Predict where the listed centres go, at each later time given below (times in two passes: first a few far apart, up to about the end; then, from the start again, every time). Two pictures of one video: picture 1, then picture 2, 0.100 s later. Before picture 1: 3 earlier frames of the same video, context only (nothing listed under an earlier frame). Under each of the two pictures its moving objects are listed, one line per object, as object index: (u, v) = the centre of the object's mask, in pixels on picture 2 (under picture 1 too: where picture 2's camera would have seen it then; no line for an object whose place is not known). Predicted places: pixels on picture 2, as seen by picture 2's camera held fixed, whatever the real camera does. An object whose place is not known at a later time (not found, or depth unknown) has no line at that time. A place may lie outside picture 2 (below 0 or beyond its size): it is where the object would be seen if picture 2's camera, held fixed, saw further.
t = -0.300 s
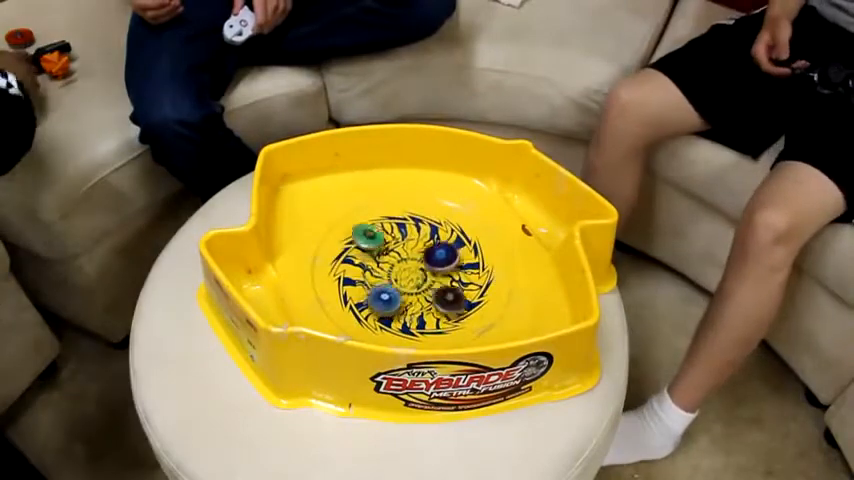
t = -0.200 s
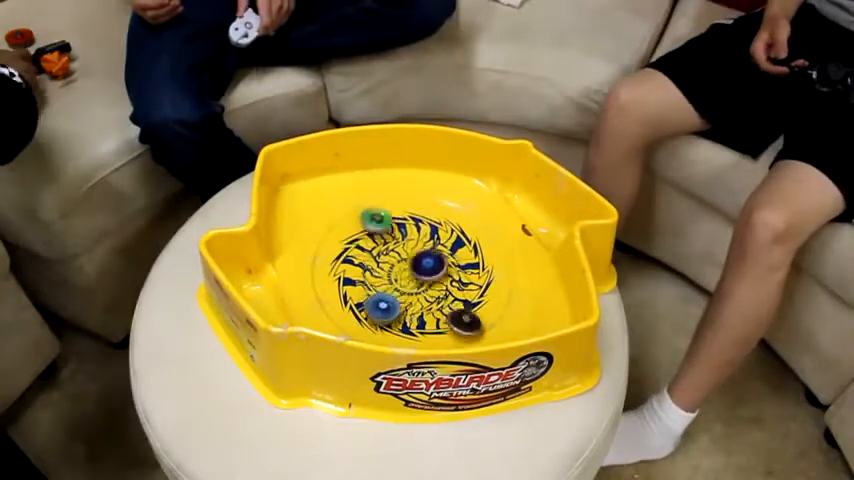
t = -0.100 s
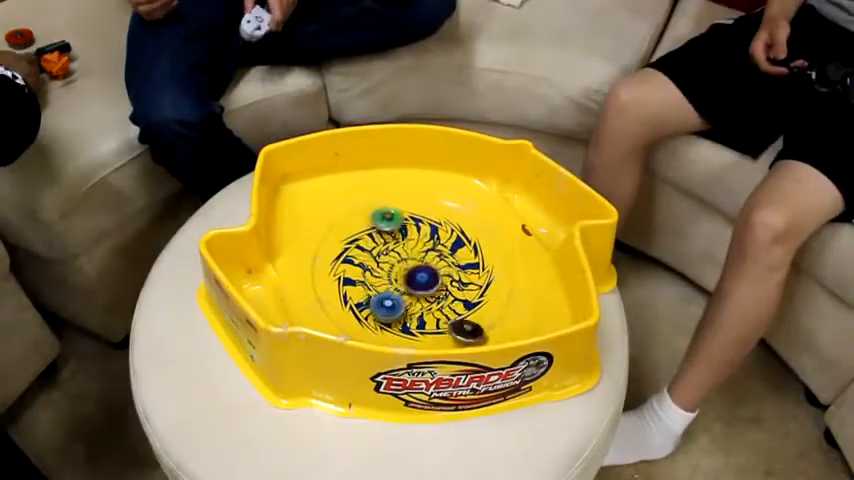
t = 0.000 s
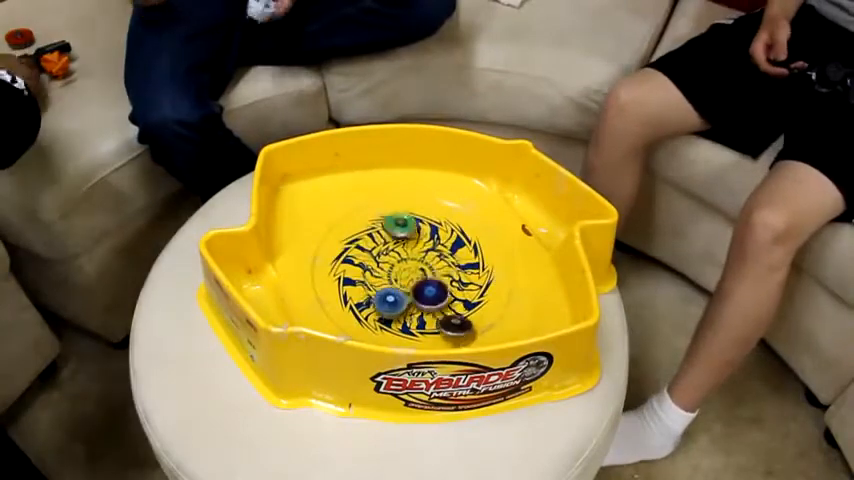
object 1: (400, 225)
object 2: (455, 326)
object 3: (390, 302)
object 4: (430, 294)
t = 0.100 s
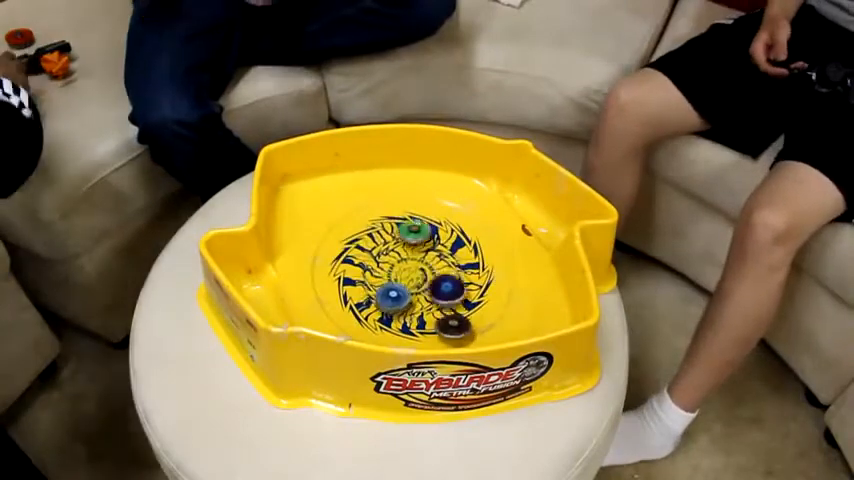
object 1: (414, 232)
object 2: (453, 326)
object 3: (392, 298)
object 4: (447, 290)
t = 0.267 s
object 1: (425, 238)
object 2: (469, 325)
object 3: (398, 289)
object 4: (451, 268)
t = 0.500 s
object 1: (415, 212)
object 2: (478, 303)
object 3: (397, 288)
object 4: (440, 266)
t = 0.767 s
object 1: (408, 188)
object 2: (500, 296)
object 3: (402, 285)
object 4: (444, 273)
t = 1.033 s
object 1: (419, 243)
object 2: (495, 302)
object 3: (370, 280)
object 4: (465, 246)
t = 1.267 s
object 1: (416, 273)
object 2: (457, 294)
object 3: (378, 280)
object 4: (407, 232)
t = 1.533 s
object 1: (415, 296)
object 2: (497, 281)
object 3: (359, 285)
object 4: (384, 254)
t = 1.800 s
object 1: (420, 303)
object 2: (503, 273)
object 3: (386, 290)
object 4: (419, 258)
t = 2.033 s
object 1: (452, 305)
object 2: (476, 271)
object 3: (390, 272)
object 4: (439, 235)
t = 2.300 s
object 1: (454, 296)
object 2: (436, 267)
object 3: (401, 270)
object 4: (410, 239)
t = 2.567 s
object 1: (491, 308)
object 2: (417, 248)
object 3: (395, 291)
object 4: (401, 222)
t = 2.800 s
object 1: (484, 302)
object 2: (433, 245)
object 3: (421, 298)
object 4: (385, 240)
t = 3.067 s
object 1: (468, 296)
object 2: (463, 249)
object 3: (420, 285)
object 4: (410, 257)
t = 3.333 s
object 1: (453, 294)
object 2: (472, 254)
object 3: (415, 288)
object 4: (431, 234)
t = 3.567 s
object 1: (500, 290)
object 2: (457, 261)
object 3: (373, 283)
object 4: (411, 231)
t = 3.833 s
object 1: (489, 288)
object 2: (456, 270)
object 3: (366, 289)
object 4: (422, 257)
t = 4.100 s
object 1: (489, 292)
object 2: (442, 337)
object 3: (388, 284)
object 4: (393, 232)
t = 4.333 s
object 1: (454, 284)
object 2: (440, 338)
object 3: (403, 278)
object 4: (364, 233)
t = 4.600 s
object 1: (451, 279)
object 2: (424, 324)
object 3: (422, 256)
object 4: (363, 251)
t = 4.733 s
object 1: (447, 279)
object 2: (427, 318)
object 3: (441, 240)
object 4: (364, 259)
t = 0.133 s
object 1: (417, 234)
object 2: (456, 328)
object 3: (394, 296)
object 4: (451, 286)
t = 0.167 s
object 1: (419, 235)
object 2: (458, 327)
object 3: (395, 294)
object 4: (454, 282)
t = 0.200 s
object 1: (422, 237)
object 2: (463, 327)
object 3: (396, 292)
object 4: (454, 278)
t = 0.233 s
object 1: (422, 236)
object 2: (466, 327)
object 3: (397, 290)
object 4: (453, 272)
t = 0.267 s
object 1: (425, 238)
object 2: (469, 325)
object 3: (398, 289)
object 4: (451, 268)
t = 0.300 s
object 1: (425, 238)
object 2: (473, 324)
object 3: (400, 287)
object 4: (449, 264)
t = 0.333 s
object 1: (423, 234)
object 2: (475, 321)
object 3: (402, 286)
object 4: (446, 263)
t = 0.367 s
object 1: (422, 233)
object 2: (476, 319)
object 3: (404, 283)
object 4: (440, 263)
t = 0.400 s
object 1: (421, 231)
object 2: (477, 315)
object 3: (406, 283)
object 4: (434, 263)
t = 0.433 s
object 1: (421, 230)
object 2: (478, 312)
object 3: (403, 283)
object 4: (432, 261)
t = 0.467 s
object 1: (420, 226)
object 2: (478, 307)
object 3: (399, 287)
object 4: (435, 260)
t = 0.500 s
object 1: (415, 212)
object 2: (478, 303)
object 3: (397, 288)
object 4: (440, 266)
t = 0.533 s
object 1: (412, 202)
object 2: (478, 299)
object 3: (397, 288)
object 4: (445, 272)
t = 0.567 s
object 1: (408, 194)
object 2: (478, 295)
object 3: (397, 288)
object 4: (450, 276)
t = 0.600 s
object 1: (406, 188)
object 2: (487, 297)
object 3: (397, 288)
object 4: (448, 275)
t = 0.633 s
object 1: (405, 185)
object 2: (494, 298)
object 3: (397, 288)
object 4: (447, 274)
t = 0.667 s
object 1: (406, 183)
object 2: (498, 298)
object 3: (398, 287)
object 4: (445, 273)
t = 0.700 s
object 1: (406, 184)
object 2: (502, 298)
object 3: (399, 287)
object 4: (444, 272)
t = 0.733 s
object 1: (407, 185)
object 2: (502, 297)
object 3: (401, 285)
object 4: (444, 272)
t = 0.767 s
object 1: (408, 188)
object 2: (500, 296)
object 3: (402, 285)
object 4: (444, 273)
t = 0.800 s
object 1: (410, 194)
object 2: (498, 296)
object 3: (404, 284)
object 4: (443, 274)
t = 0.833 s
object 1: (411, 199)
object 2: (497, 294)
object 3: (406, 283)
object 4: (443, 275)
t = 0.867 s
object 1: (413, 206)
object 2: (494, 293)
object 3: (397, 283)
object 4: (457, 276)
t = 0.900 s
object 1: (414, 212)
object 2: (495, 294)
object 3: (385, 281)
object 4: (466, 272)
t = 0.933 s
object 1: (416, 220)
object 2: (497, 298)
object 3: (377, 281)
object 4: (468, 266)
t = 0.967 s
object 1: (416, 227)
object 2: (498, 300)
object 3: (372, 280)
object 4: (469, 259)
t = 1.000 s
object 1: (417, 237)
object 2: (497, 301)
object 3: (370, 280)
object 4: (467, 252)
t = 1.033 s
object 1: (419, 243)
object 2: (495, 302)
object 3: (370, 280)
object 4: (465, 246)
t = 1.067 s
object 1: (419, 249)
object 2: (491, 303)
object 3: (370, 280)
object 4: (459, 240)
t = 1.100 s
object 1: (420, 254)
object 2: (486, 303)
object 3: (371, 280)
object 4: (451, 234)
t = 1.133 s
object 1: (419, 258)
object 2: (480, 302)
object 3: (372, 280)
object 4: (443, 231)
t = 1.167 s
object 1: (419, 264)
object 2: (474, 301)
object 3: (373, 280)
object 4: (434, 229)
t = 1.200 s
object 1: (417, 268)
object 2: (469, 299)
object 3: (376, 280)
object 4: (425, 229)
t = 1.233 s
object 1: (415, 272)
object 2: (464, 298)
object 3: (378, 280)
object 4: (415, 229)
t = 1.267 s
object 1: (416, 273)
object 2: (457, 294)
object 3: (378, 280)
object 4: (407, 232)
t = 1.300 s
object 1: (420, 275)
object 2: (452, 290)
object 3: (376, 280)
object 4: (400, 238)
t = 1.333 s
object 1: (411, 270)
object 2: (464, 289)
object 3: (376, 280)
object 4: (393, 243)
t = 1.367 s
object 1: (405, 266)
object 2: (474, 289)
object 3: (374, 280)
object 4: (387, 246)
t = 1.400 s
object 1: (405, 271)
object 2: (481, 288)
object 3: (370, 279)
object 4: (384, 248)
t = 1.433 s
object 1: (409, 280)
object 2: (488, 286)
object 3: (367, 277)
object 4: (382, 251)
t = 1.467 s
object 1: (410, 282)
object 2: (492, 284)
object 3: (363, 278)
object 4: (382, 253)
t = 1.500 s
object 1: (413, 289)
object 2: (495, 282)
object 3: (360, 282)
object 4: (382, 253)
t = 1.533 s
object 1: (415, 296)
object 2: (497, 281)
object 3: (359, 285)
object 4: (384, 254)
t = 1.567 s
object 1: (416, 299)
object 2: (498, 281)
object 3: (361, 287)
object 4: (386, 254)
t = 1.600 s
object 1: (417, 303)
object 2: (501, 280)
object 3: (364, 289)
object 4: (389, 254)
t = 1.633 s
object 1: (418, 303)
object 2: (503, 279)
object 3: (367, 290)
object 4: (393, 255)
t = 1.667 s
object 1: (418, 304)
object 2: (504, 278)
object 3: (371, 290)
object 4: (398, 256)
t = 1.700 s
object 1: (418, 304)
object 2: (505, 277)
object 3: (376, 290)
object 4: (402, 256)
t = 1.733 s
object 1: (419, 304)
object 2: (505, 276)
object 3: (380, 291)
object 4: (407, 257)
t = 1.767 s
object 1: (419, 303)
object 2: (504, 275)
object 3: (383, 290)
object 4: (413, 258)
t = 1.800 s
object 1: (420, 303)
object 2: (503, 273)
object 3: (386, 290)
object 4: (419, 258)
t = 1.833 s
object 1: (429, 306)
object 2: (500, 273)
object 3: (385, 285)
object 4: (424, 256)
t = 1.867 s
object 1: (436, 308)
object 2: (497, 272)
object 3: (384, 282)
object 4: (430, 254)
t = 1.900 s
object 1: (444, 308)
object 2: (494, 272)
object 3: (384, 279)
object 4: (434, 251)
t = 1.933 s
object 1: (447, 308)
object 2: (489, 272)
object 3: (385, 276)
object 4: (437, 247)
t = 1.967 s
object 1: (449, 308)
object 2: (485, 271)
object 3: (386, 275)
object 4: (439, 243)
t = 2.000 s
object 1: (452, 307)
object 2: (481, 271)
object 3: (388, 272)
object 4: (439, 239)
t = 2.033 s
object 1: (452, 305)
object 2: (476, 271)
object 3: (390, 272)
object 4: (439, 235)
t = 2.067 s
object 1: (453, 302)
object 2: (469, 270)
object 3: (392, 270)
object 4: (437, 232)
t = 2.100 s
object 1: (453, 302)
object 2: (464, 270)
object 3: (394, 270)
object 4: (432, 230)
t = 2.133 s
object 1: (453, 300)
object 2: (460, 270)
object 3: (397, 269)
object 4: (428, 230)
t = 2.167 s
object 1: (453, 297)
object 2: (456, 270)
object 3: (398, 268)
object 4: (421, 231)
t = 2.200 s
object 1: (452, 296)
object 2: (449, 269)
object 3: (399, 268)
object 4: (416, 233)
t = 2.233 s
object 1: (452, 296)
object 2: (445, 269)
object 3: (399, 267)
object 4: (412, 236)
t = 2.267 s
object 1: (453, 296)
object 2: (440, 267)
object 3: (401, 267)
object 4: (410, 239)
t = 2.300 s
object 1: (454, 296)
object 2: (436, 267)
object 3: (401, 270)
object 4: (410, 239)
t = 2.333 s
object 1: (454, 294)
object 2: (433, 265)
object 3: (401, 274)
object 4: (413, 239)
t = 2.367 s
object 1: (454, 294)
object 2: (435, 264)
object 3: (400, 277)
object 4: (414, 239)
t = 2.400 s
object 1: (455, 292)
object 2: (437, 266)
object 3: (399, 279)
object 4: (414, 237)
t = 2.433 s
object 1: (463, 295)
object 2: (427, 260)
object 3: (399, 280)
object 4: (414, 234)
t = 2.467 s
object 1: (473, 302)
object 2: (419, 261)
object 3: (399, 281)
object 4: (411, 228)
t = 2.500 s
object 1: (481, 305)
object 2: (416, 257)
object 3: (397, 285)
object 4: (409, 225)
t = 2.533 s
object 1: (488, 308)
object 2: (416, 252)
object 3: (396, 288)
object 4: (406, 224)
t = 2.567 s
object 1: (491, 308)
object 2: (417, 248)
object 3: (395, 291)
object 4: (401, 222)
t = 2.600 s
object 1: (492, 308)
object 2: (419, 247)
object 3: (397, 294)
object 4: (397, 222)
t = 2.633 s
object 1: (492, 307)
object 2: (420, 247)
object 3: (399, 295)
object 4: (391, 223)
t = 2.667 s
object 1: (491, 306)
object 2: (423, 247)
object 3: (404, 297)
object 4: (388, 225)
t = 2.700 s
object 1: (490, 305)
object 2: (424, 247)
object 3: (409, 298)
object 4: (386, 229)
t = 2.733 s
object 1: (488, 304)
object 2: (424, 246)
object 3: (414, 298)
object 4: (385, 232)
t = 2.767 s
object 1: (486, 303)
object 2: (423, 245)
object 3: (417, 298)
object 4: (388, 238)
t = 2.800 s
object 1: (484, 302)
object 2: (433, 245)
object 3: (421, 298)
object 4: (385, 240)
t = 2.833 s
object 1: (480, 300)
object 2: (442, 246)
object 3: (423, 297)
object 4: (384, 243)
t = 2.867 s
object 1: (478, 299)
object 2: (450, 247)
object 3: (424, 296)
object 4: (385, 246)
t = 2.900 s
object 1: (473, 299)
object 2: (454, 248)
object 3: (427, 295)
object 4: (387, 250)
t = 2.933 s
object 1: (470, 298)
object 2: (457, 249)
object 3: (427, 294)
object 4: (390, 253)
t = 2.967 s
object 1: (467, 297)
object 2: (458, 250)
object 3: (428, 293)
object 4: (395, 255)
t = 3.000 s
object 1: (467, 296)
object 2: (462, 249)
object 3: (427, 290)
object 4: (400, 256)
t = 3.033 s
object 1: (469, 296)
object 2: (463, 249)
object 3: (423, 287)
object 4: (406, 257)
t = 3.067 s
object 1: (468, 296)
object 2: (463, 249)
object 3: (420, 285)
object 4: (410, 257)
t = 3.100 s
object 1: (468, 295)
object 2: (464, 250)
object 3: (418, 286)
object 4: (417, 255)
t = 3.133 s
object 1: (467, 295)
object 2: (464, 250)
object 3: (417, 287)
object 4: (419, 254)
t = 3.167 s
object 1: (465, 295)
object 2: (465, 250)
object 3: (416, 288)
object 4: (424, 251)
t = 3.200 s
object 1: (463, 295)
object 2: (465, 250)
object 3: (416, 288)
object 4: (428, 247)
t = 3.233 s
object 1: (461, 295)
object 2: (467, 250)
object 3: (415, 288)
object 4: (429, 244)
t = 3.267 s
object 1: (457, 295)
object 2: (470, 251)
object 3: (415, 288)
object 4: (431, 240)
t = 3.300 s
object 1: (455, 294)
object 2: (471, 252)
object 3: (415, 288)
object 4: (431, 237)
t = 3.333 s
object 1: (453, 294)
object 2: (472, 254)
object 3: (415, 288)
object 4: (431, 234)
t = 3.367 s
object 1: (452, 294)
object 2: (472, 254)
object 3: (415, 287)
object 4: (430, 231)
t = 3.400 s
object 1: (464, 294)
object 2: (471, 255)
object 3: (405, 287)
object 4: (428, 229)
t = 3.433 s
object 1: (477, 294)
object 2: (468, 257)
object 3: (397, 284)
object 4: (424, 227)
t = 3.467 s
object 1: (486, 294)
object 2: (465, 258)
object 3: (390, 283)
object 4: (420, 227)
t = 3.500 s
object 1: (494, 292)
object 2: (463, 259)
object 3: (383, 283)
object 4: (416, 227)
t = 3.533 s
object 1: (497, 291)
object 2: (460, 260)
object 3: (376, 283)
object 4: (414, 229)
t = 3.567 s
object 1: (500, 290)
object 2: (457, 261)
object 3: (373, 283)
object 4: (411, 231)
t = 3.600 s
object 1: (500, 289)
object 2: (456, 262)
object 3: (368, 285)
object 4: (410, 235)
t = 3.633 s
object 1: (500, 289)
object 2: (454, 264)
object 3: (365, 287)
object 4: (410, 238)
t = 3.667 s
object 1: (498, 289)
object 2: (452, 265)
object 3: (363, 288)
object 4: (410, 242)
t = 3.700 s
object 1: (497, 289)
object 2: (452, 266)
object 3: (363, 289)
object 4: (412, 246)
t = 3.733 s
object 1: (495, 289)
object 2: (452, 268)
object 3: (363, 289)
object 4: (416, 249)
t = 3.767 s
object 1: (494, 289)
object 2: (452, 268)
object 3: (363, 289)
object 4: (418, 252)
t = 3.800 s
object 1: (492, 289)
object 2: (454, 268)
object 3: (365, 289)
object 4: (420, 254)
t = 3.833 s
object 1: (489, 288)
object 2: (456, 270)
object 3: (366, 289)
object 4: (422, 257)
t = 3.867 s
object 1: (489, 288)
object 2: (456, 274)
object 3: (369, 288)
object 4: (425, 259)
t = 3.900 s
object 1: (497, 290)
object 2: (451, 280)
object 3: (372, 287)
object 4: (423, 254)
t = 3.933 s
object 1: (504, 291)
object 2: (450, 295)
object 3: (374, 287)
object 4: (417, 247)
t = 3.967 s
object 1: (505, 291)
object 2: (449, 307)
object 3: (376, 286)
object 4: (413, 242)
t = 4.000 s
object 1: (503, 292)
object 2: (447, 318)
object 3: (381, 286)
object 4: (409, 238)
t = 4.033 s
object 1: (499, 291)
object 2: (446, 329)
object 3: (382, 286)
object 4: (404, 235)
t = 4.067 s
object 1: (495, 291)
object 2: (444, 335)
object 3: (385, 285)
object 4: (400, 233)
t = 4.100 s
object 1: (489, 292)
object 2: (442, 337)
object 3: (388, 284)
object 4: (393, 232)
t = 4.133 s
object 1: (483, 291)
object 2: (441, 337)
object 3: (390, 283)
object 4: (389, 230)
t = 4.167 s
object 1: (479, 289)
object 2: (441, 337)
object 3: (392, 283)
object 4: (384, 229)
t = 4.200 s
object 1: (474, 288)
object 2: (441, 337)
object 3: (395, 283)
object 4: (379, 229)
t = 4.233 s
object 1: (470, 288)
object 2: (441, 337)
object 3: (398, 282)
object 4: (375, 229)
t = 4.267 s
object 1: (464, 287)
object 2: (441, 337)
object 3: (399, 281)
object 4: (371, 230)
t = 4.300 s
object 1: (458, 286)
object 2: (440, 338)
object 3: (401, 280)
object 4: (367, 231)
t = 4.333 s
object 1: (454, 284)
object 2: (440, 338)
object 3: (403, 278)
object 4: (364, 233)
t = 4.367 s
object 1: (450, 283)
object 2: (438, 338)
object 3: (405, 277)
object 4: (363, 235)
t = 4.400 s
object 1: (447, 283)
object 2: (435, 336)
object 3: (407, 275)
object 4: (363, 238)
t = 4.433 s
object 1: (445, 282)
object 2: (433, 334)
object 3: (408, 271)
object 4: (363, 241)
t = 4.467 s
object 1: (448, 281)
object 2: (429, 332)
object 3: (407, 264)
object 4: (365, 245)
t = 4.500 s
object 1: (452, 281)
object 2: (426, 329)
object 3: (405, 260)
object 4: (368, 249)
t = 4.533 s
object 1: (453, 280)
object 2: (424, 327)
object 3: (406, 259)
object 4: (367, 250)
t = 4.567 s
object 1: (452, 280)
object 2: (423, 325)
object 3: (414, 257)
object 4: (365, 250)
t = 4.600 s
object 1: (451, 279)
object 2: (424, 324)
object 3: (422, 256)
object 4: (363, 251)
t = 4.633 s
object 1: (449, 279)
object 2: (424, 322)
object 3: (427, 253)
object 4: (362, 253)
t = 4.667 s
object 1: (449, 279)
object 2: (425, 321)
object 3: (431, 249)
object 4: (361, 255)
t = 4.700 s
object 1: (448, 279)
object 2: (426, 319)
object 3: (437, 244)
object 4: (362, 256)
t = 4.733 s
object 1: (447, 279)
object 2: (427, 318)
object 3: (441, 240)
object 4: (364, 259)
